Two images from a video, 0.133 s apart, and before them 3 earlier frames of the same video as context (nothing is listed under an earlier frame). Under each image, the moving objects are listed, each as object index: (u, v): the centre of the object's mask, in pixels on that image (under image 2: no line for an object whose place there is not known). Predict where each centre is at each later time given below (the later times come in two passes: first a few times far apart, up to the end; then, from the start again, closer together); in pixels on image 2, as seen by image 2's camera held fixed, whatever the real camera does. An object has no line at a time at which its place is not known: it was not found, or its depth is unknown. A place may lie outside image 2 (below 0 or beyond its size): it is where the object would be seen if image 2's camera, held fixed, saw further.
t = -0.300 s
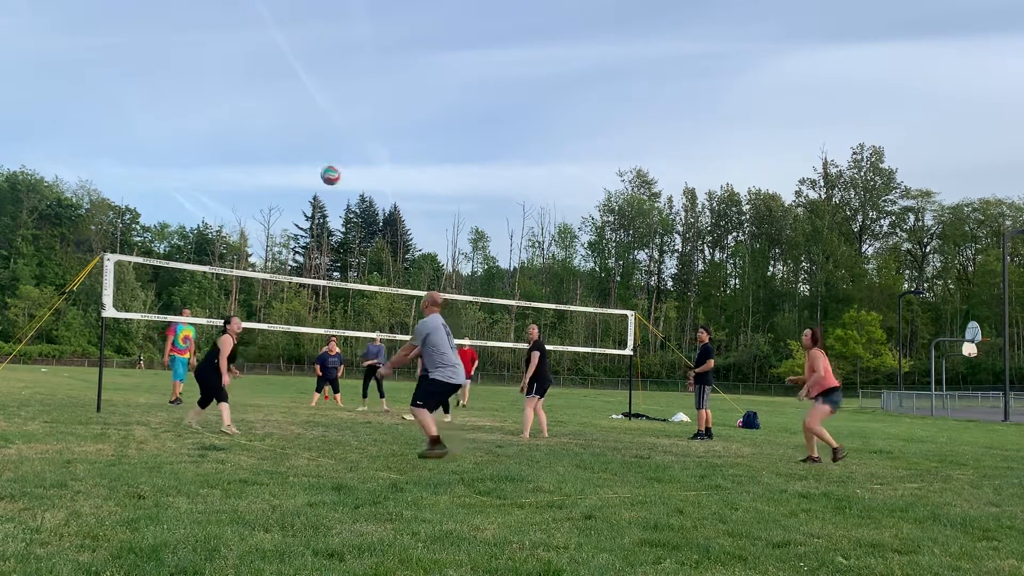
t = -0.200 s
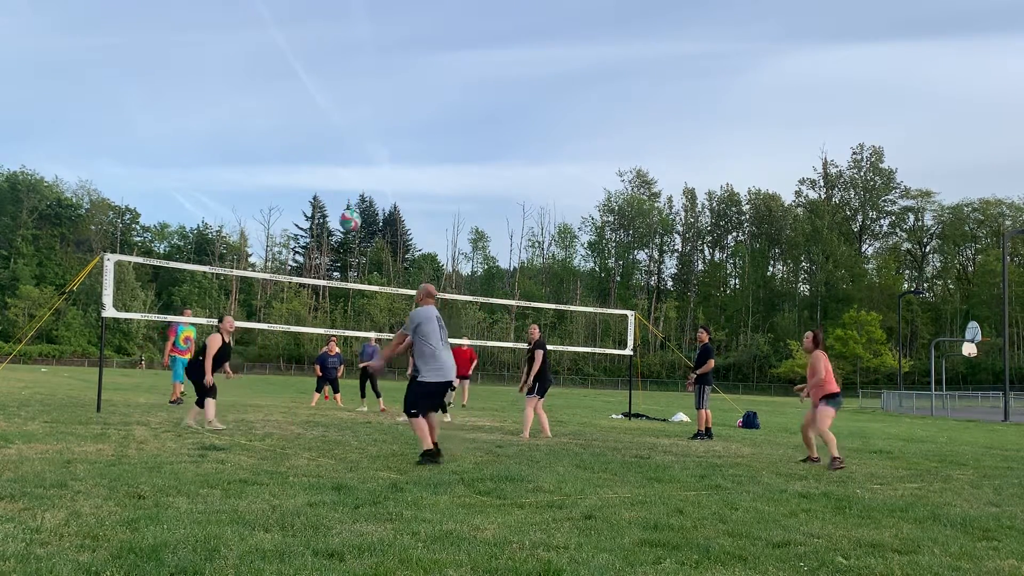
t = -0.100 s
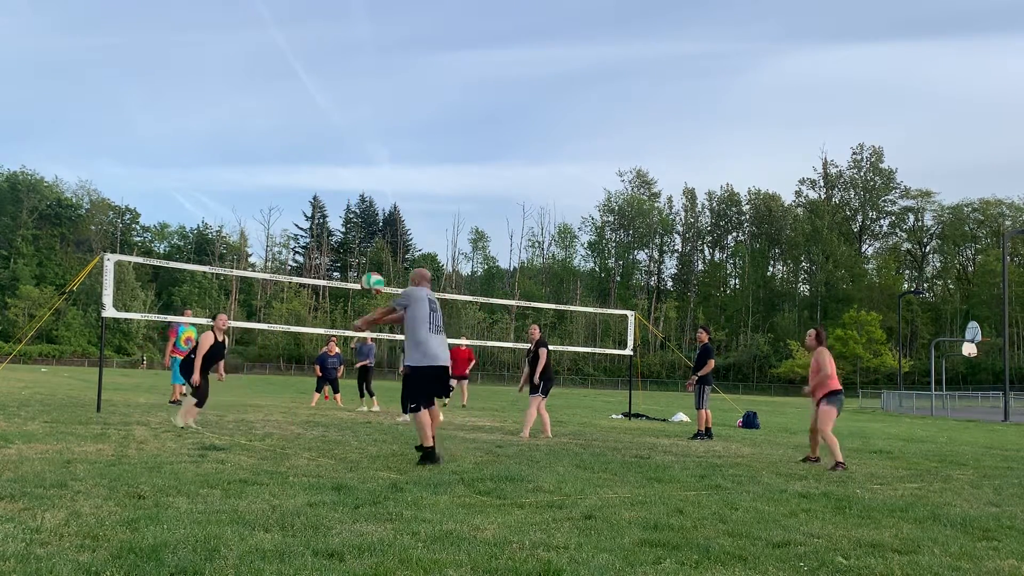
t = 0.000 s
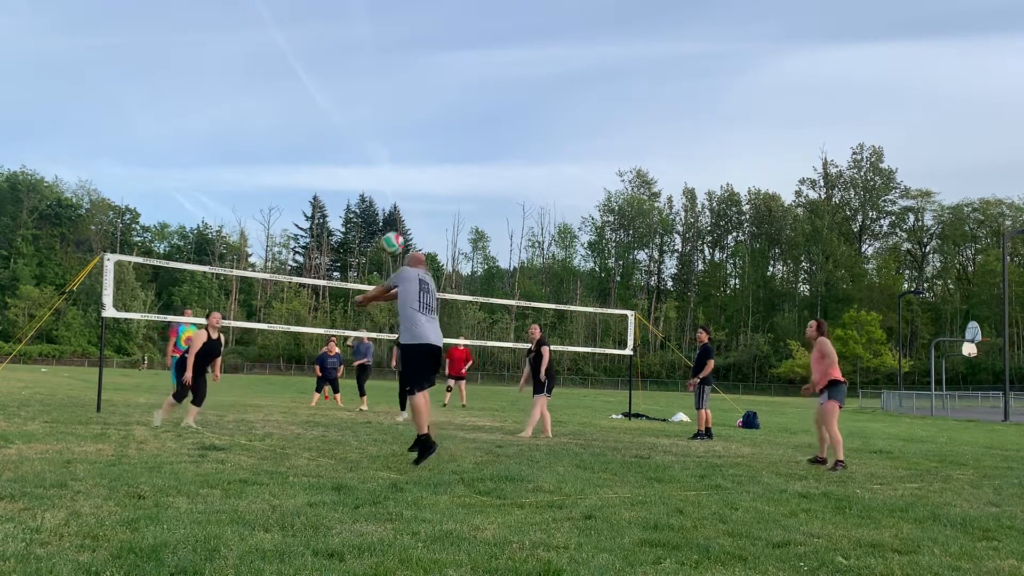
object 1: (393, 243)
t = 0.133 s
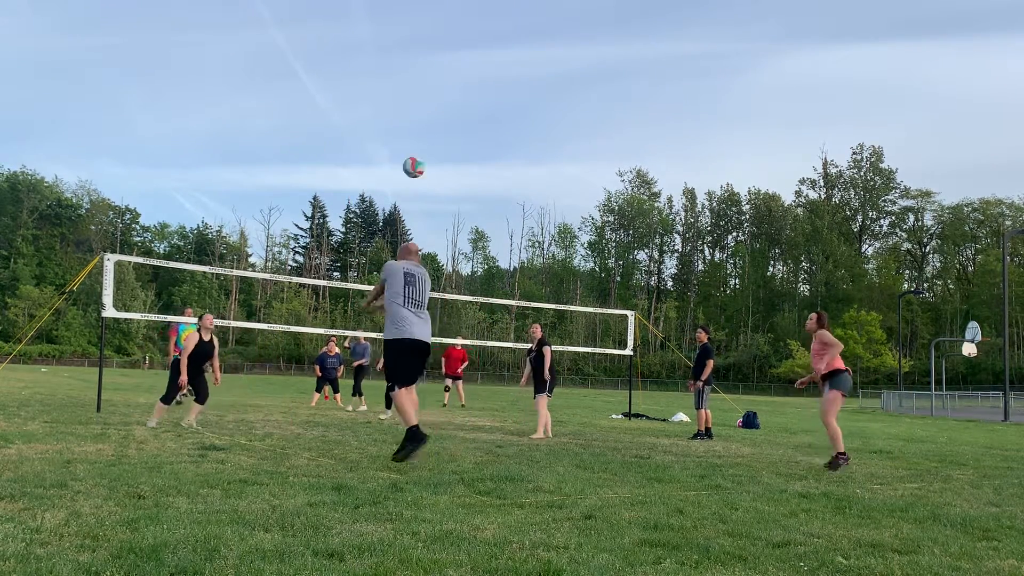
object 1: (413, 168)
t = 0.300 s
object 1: (434, 108)
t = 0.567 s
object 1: (458, 78)
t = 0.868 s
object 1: (477, 115)
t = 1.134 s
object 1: (486, 195)
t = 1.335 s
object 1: (491, 276)
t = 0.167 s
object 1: (418, 153)
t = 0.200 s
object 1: (422, 139)
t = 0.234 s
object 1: (426, 127)
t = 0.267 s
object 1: (430, 117)
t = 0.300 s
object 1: (434, 108)
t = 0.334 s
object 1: (438, 101)
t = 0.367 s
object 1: (441, 94)
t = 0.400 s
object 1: (444, 89)
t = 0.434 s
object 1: (447, 85)
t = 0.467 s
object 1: (450, 82)
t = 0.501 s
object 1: (453, 80)
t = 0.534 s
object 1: (456, 78)
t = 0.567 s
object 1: (458, 78)
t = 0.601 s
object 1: (461, 79)
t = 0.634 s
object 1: (463, 81)
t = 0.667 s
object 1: (465, 83)
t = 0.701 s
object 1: (468, 87)
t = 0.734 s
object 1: (469, 91)
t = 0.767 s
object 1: (471, 96)
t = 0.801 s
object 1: (473, 102)
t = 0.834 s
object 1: (475, 109)
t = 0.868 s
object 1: (477, 115)
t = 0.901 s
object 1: (478, 123)
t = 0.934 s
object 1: (479, 132)
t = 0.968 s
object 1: (481, 140)
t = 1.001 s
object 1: (482, 150)
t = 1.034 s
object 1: (483, 161)
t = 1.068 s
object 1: (485, 172)
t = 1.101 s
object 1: (486, 183)
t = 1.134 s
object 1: (486, 195)
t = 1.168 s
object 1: (488, 208)
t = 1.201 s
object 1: (488, 221)
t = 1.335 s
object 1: (491, 276)
